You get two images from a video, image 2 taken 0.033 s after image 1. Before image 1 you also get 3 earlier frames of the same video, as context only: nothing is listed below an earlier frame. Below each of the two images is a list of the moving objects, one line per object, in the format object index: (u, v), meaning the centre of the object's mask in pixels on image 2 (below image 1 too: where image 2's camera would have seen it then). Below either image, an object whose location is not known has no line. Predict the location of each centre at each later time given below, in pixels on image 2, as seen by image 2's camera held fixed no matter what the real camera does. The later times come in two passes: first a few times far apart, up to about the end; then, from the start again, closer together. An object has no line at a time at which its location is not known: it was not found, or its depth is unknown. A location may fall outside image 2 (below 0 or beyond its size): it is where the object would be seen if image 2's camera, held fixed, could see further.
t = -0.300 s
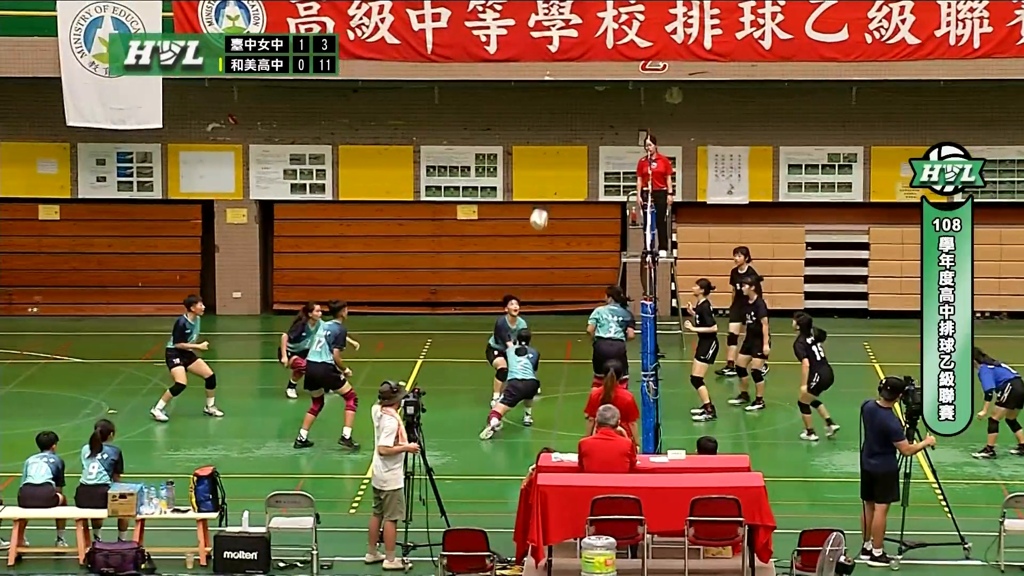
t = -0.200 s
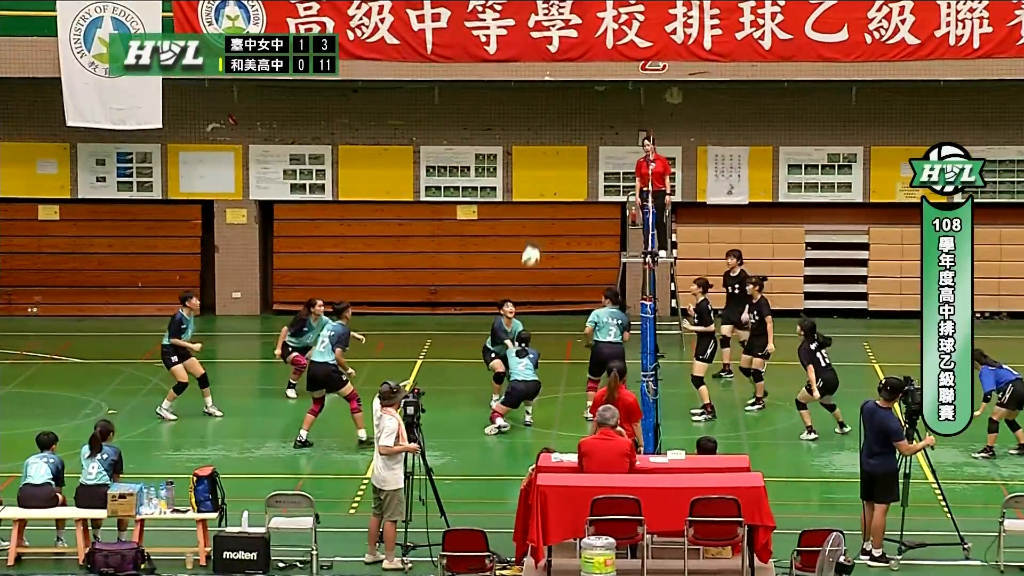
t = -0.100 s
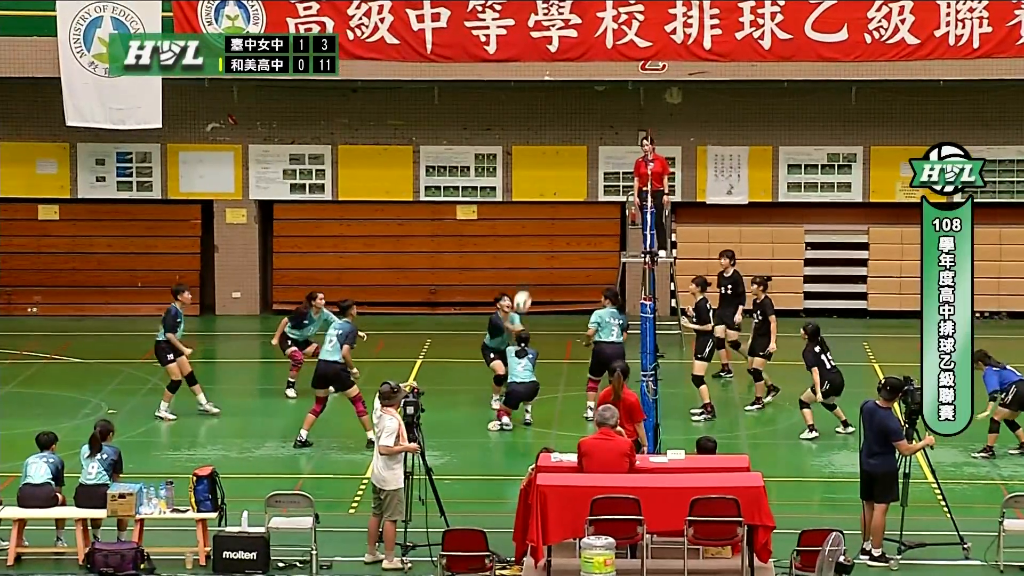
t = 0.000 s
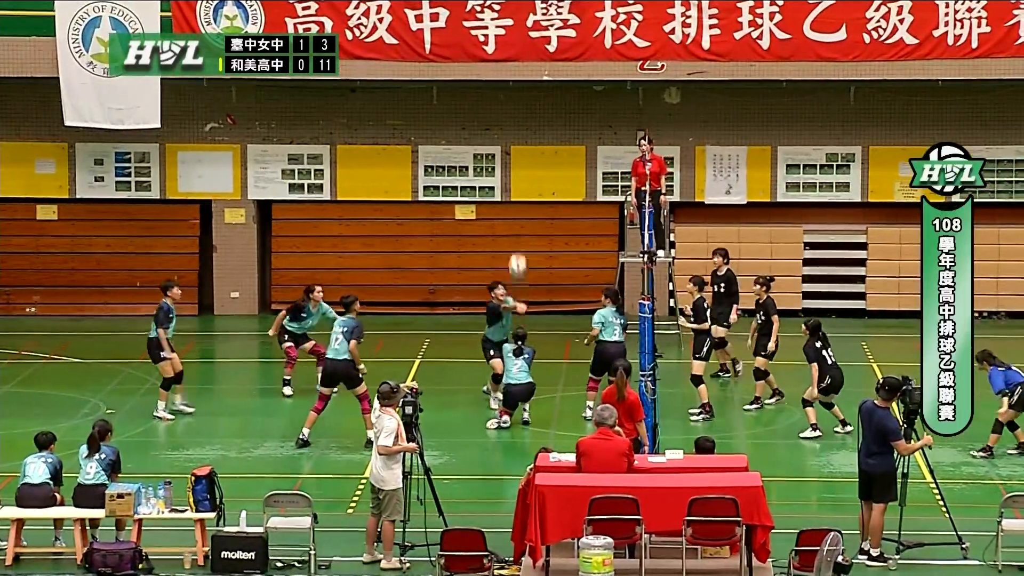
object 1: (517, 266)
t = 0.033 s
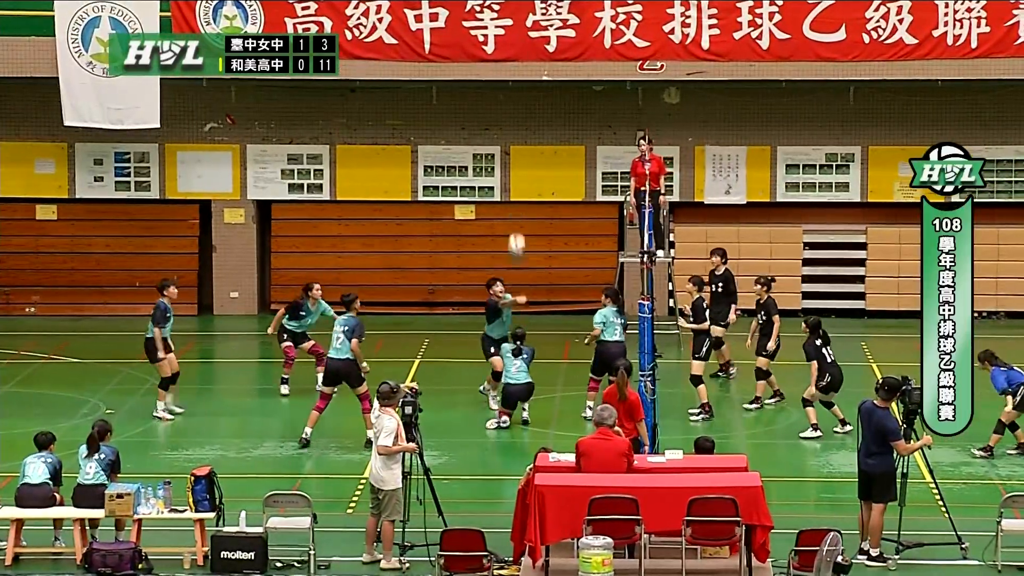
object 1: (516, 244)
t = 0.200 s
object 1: (514, 152)
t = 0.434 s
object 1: (510, 64)
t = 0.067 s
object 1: (516, 224)
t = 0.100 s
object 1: (516, 205)
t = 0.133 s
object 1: (515, 187)
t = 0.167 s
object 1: (515, 169)
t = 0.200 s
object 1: (514, 152)
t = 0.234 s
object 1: (514, 137)
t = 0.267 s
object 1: (513, 123)
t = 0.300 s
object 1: (513, 109)
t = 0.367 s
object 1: (511, 85)
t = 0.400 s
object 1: (510, 74)
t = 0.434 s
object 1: (510, 64)
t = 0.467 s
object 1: (509, 55)
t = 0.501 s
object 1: (509, 49)
